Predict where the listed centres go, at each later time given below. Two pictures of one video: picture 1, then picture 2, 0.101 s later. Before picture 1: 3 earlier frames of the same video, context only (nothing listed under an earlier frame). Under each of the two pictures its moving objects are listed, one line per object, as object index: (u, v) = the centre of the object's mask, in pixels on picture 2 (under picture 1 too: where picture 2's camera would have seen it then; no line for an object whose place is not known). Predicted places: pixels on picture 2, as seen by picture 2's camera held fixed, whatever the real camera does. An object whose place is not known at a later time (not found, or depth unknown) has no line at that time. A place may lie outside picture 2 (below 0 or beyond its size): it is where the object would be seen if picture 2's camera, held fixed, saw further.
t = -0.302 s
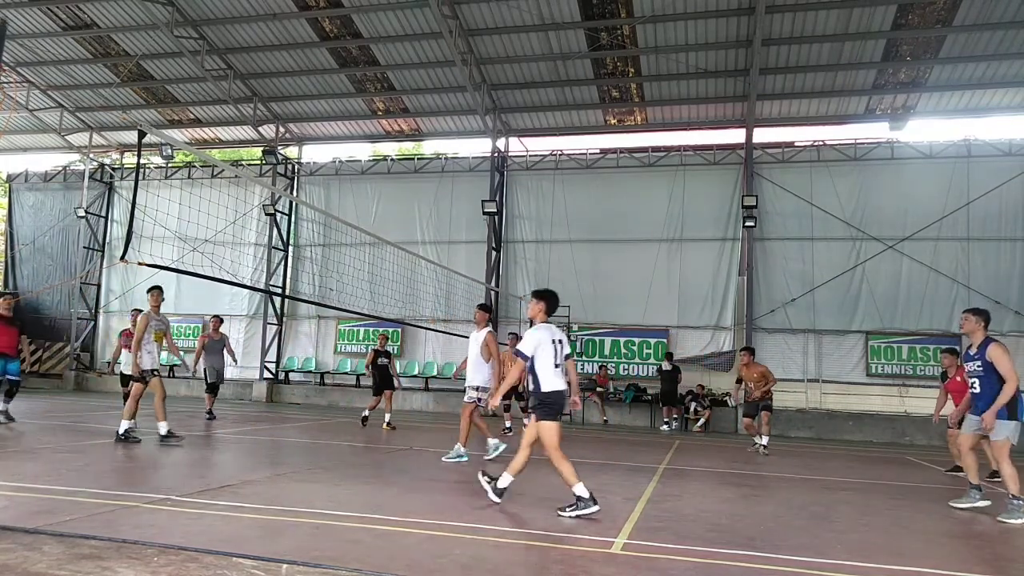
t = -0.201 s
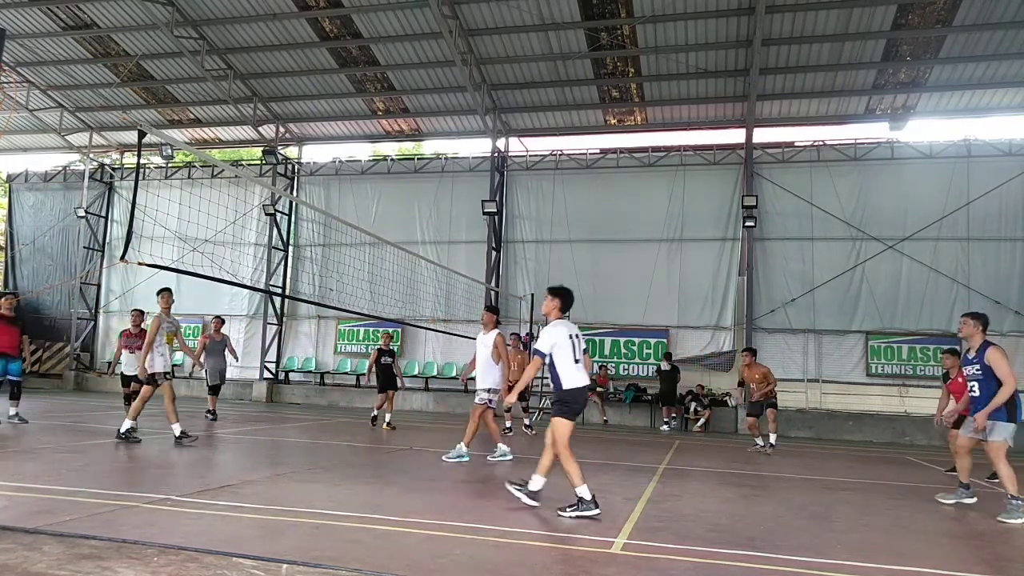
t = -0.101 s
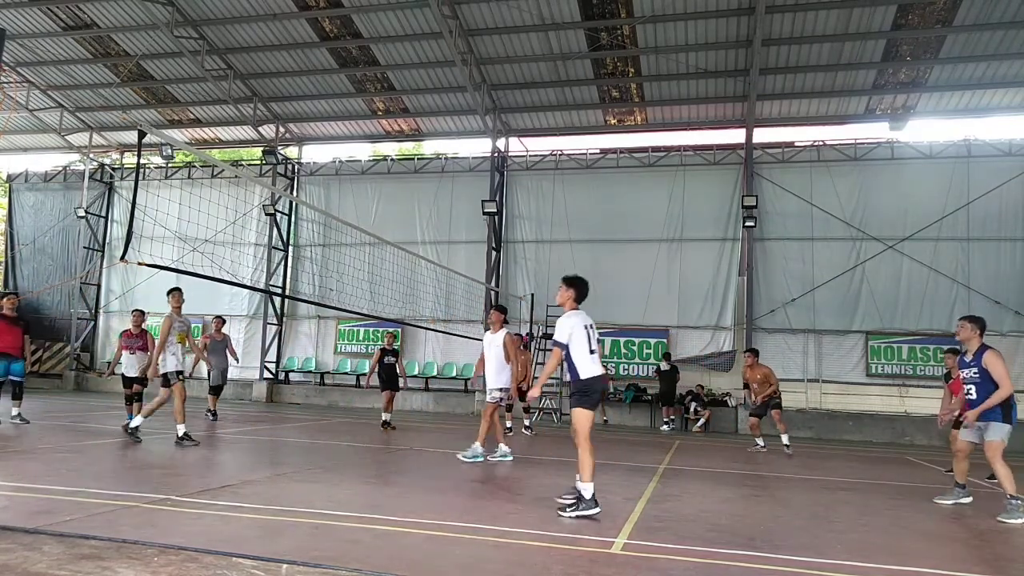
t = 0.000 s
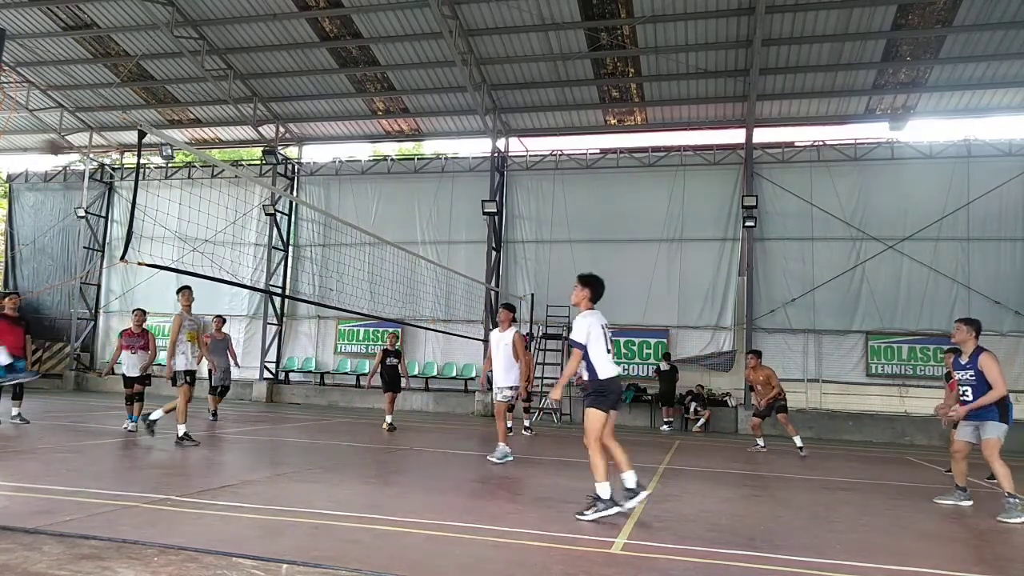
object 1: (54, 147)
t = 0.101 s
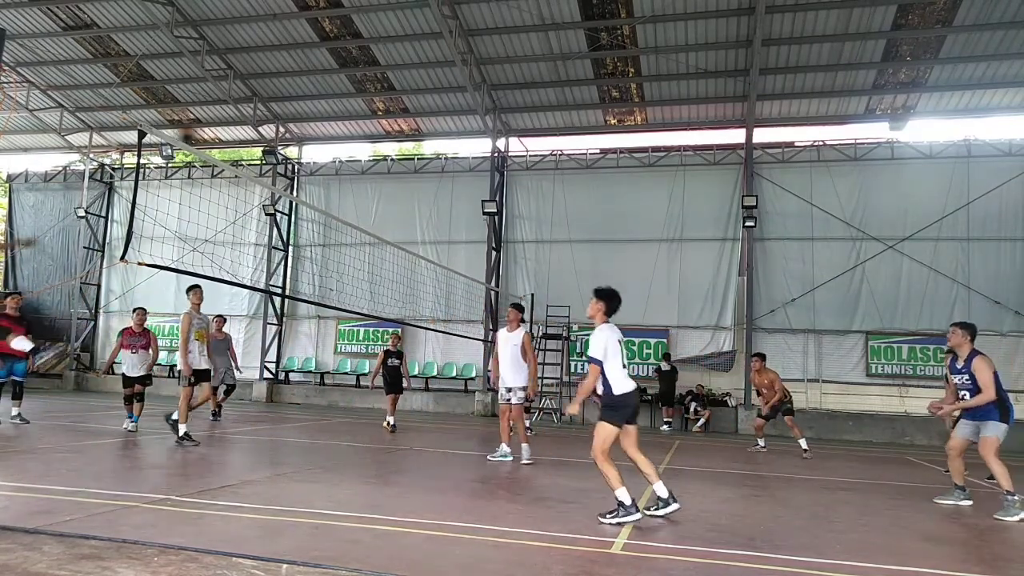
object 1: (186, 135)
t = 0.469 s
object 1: (656, 188)
